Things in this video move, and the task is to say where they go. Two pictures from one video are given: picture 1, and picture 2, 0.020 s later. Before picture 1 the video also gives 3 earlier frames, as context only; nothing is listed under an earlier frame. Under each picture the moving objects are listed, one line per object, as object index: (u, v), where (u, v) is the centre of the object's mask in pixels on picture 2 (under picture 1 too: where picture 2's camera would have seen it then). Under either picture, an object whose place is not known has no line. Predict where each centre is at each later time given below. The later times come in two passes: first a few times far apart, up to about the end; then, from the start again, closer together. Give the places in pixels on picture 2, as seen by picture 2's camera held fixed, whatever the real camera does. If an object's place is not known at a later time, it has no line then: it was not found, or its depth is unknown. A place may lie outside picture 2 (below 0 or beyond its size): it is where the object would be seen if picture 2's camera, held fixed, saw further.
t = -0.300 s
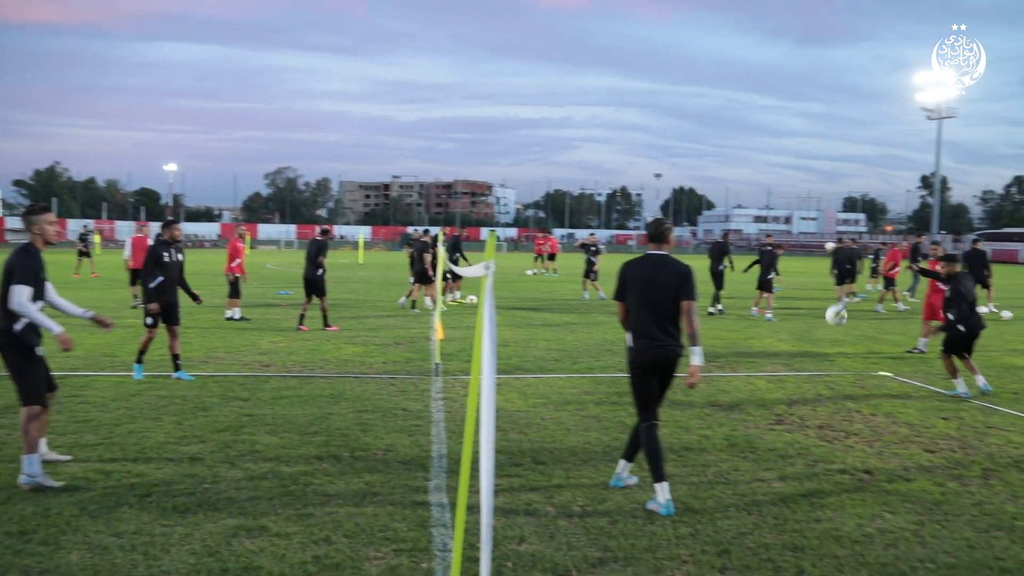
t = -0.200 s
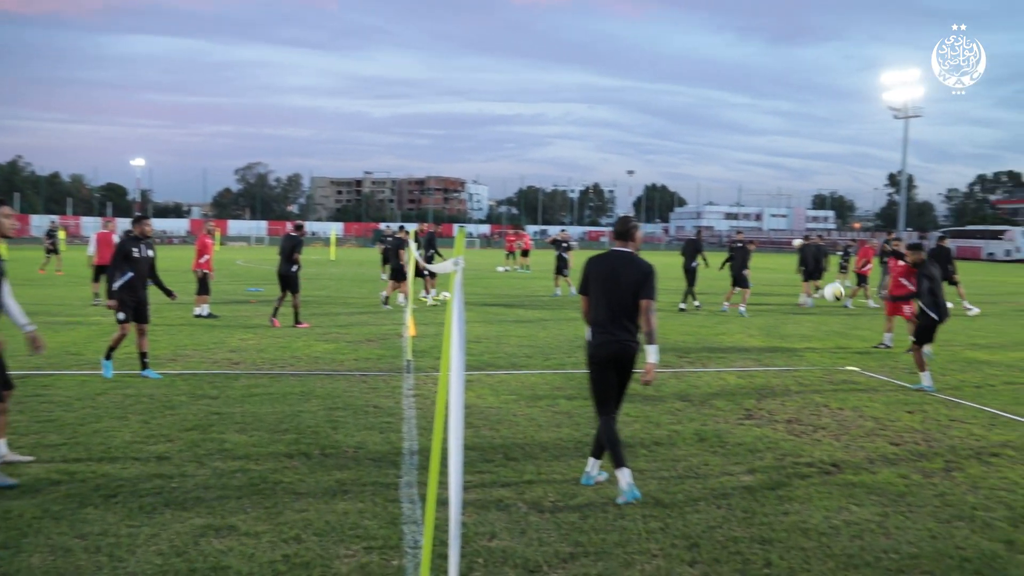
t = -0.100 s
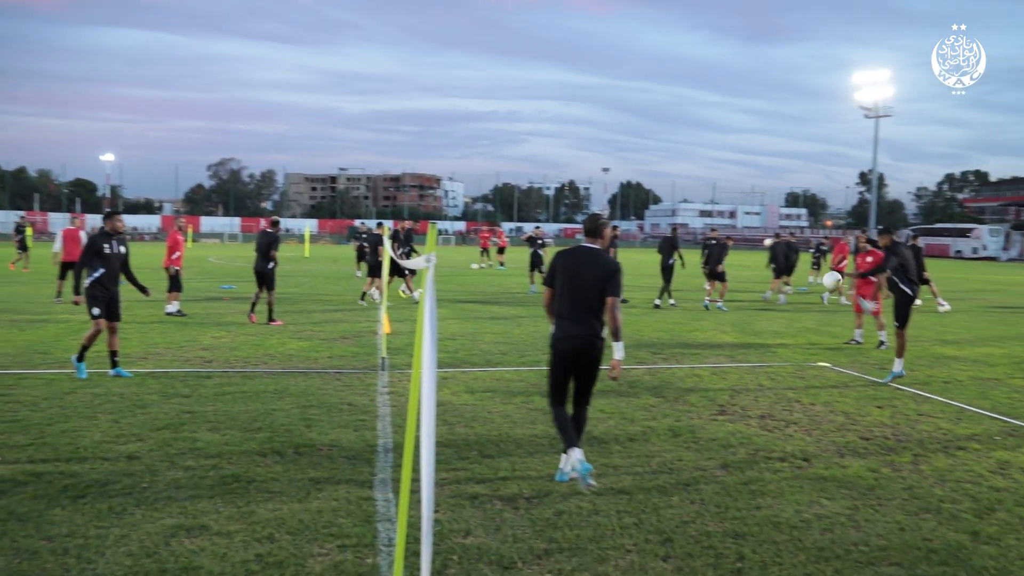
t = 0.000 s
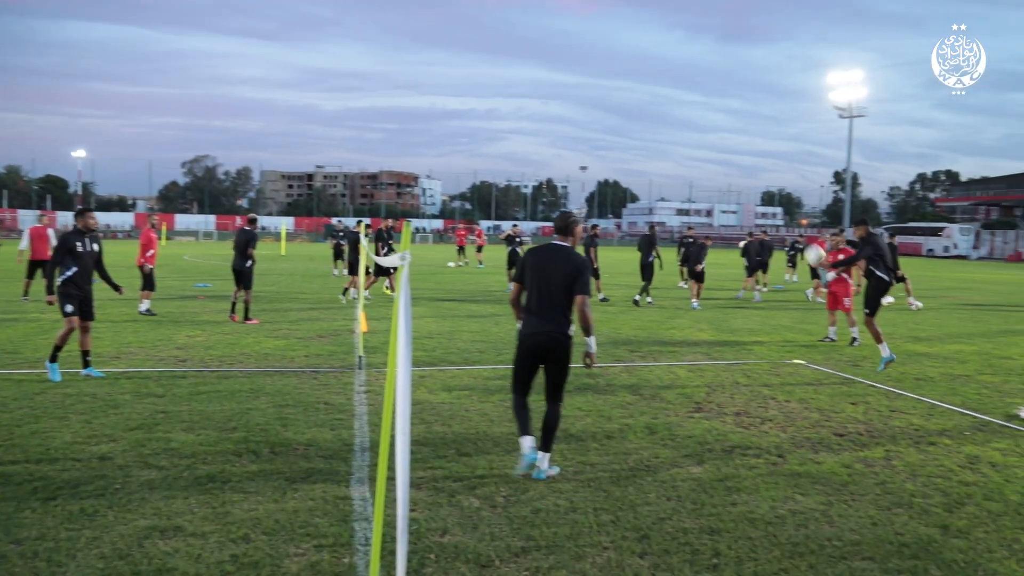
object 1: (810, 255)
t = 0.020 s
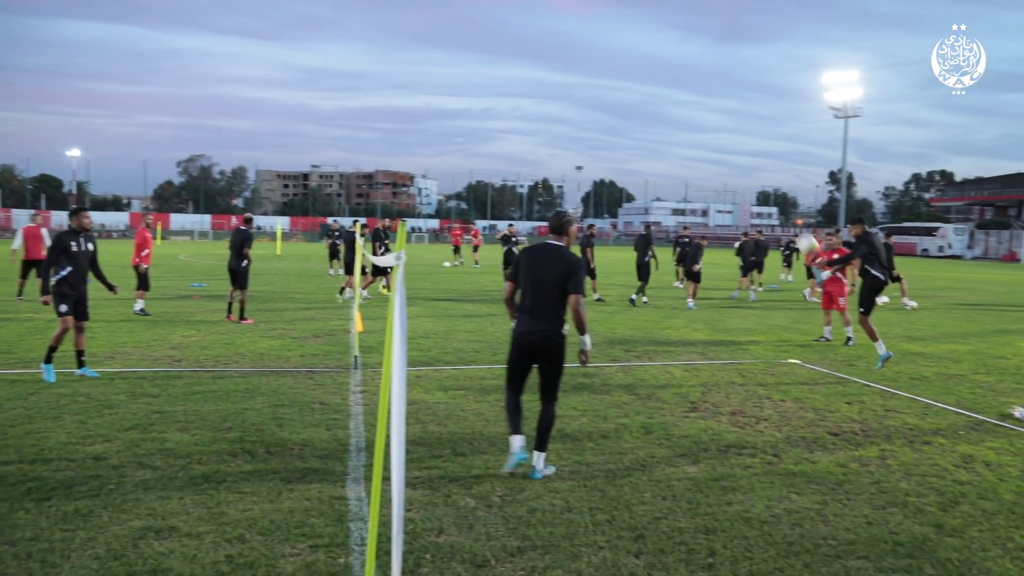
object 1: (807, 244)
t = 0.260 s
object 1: (757, 127)
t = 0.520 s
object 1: (685, 37)
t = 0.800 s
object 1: (593, 11)
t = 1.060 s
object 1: (485, 59)
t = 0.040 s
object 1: (803, 233)
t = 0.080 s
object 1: (796, 212)
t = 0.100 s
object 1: (792, 202)
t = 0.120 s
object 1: (789, 193)
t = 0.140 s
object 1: (784, 182)
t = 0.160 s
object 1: (780, 173)
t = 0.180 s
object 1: (776, 163)
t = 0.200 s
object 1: (771, 155)
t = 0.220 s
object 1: (766, 144)
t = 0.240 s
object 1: (762, 135)
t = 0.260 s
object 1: (757, 127)
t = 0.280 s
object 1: (752, 119)
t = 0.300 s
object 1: (747, 110)
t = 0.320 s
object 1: (742, 102)
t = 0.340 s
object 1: (736, 94)
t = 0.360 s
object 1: (730, 87)
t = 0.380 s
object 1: (726, 80)
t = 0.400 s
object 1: (720, 73)
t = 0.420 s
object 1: (714, 67)
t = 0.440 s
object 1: (709, 60)
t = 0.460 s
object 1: (703, 54)
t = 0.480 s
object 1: (697, 49)
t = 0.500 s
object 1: (691, 43)
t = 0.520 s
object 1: (685, 37)
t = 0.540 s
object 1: (679, 32)
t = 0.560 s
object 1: (674, 28)
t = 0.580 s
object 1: (668, 24)
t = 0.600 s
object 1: (662, 20)
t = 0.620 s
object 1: (655, 17)
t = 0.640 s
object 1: (649, 14)
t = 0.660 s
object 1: (642, 13)
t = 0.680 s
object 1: (636, 12)
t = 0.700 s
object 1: (629, 11)
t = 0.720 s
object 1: (622, 11)
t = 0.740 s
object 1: (614, 10)
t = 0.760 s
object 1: (607, 10)
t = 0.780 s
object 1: (600, 11)
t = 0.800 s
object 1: (593, 11)
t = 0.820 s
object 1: (585, 11)
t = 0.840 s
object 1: (578, 12)
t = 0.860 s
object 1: (570, 13)
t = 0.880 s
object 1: (563, 14)
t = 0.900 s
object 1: (554, 16)
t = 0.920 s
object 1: (546, 19)
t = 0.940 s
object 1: (538, 24)
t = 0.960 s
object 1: (530, 28)
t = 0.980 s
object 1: (521, 33)
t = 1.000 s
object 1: (512, 39)
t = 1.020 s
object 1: (503, 45)
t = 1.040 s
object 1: (495, 52)
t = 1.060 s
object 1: (485, 59)
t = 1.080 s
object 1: (476, 68)
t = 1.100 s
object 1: (463, 77)
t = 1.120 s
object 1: (456, 86)
